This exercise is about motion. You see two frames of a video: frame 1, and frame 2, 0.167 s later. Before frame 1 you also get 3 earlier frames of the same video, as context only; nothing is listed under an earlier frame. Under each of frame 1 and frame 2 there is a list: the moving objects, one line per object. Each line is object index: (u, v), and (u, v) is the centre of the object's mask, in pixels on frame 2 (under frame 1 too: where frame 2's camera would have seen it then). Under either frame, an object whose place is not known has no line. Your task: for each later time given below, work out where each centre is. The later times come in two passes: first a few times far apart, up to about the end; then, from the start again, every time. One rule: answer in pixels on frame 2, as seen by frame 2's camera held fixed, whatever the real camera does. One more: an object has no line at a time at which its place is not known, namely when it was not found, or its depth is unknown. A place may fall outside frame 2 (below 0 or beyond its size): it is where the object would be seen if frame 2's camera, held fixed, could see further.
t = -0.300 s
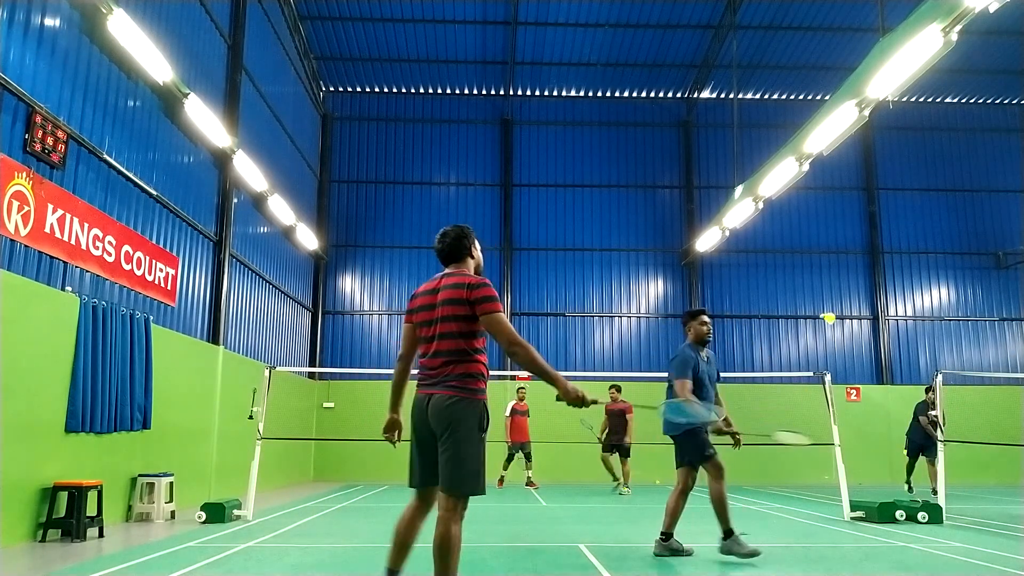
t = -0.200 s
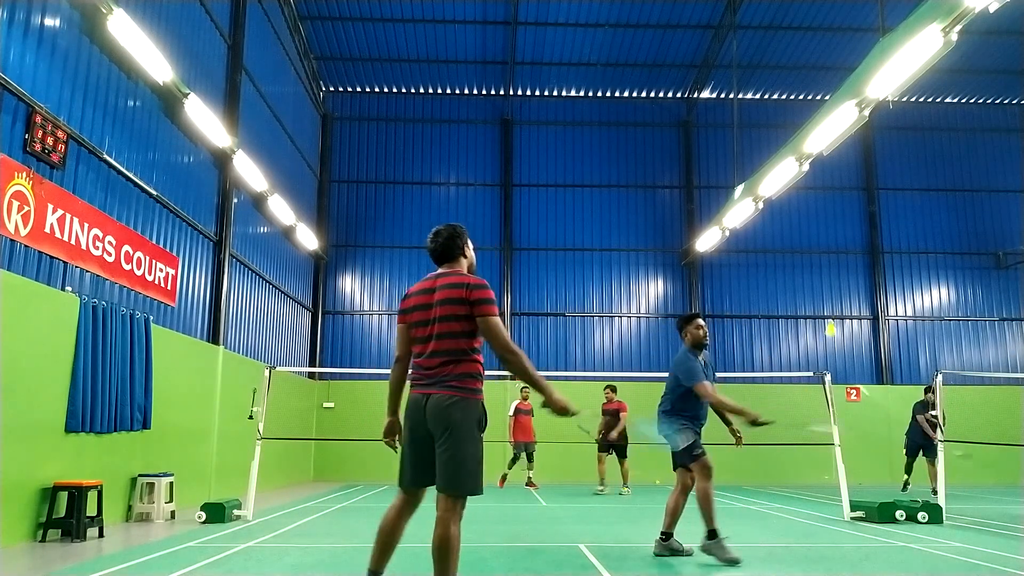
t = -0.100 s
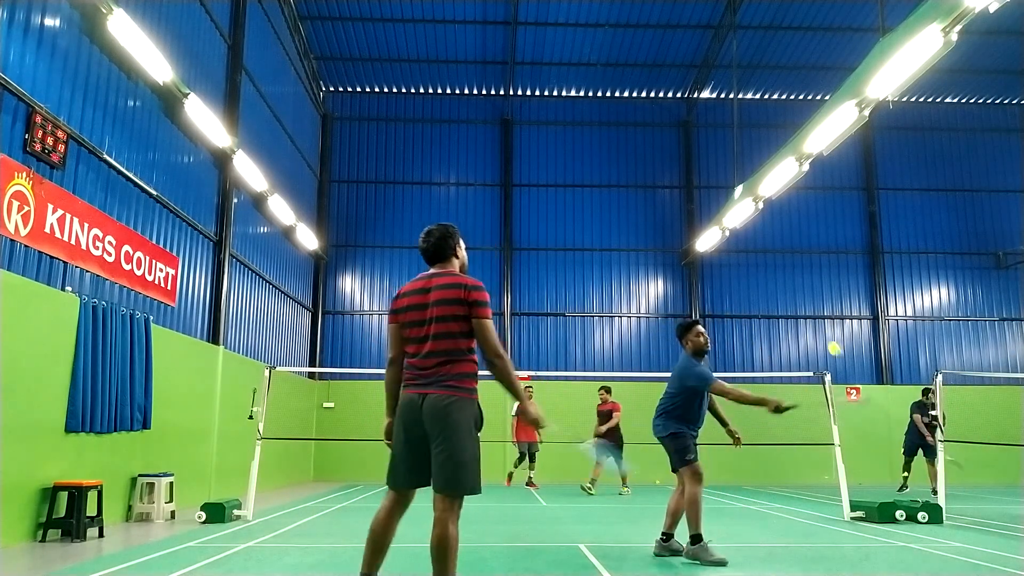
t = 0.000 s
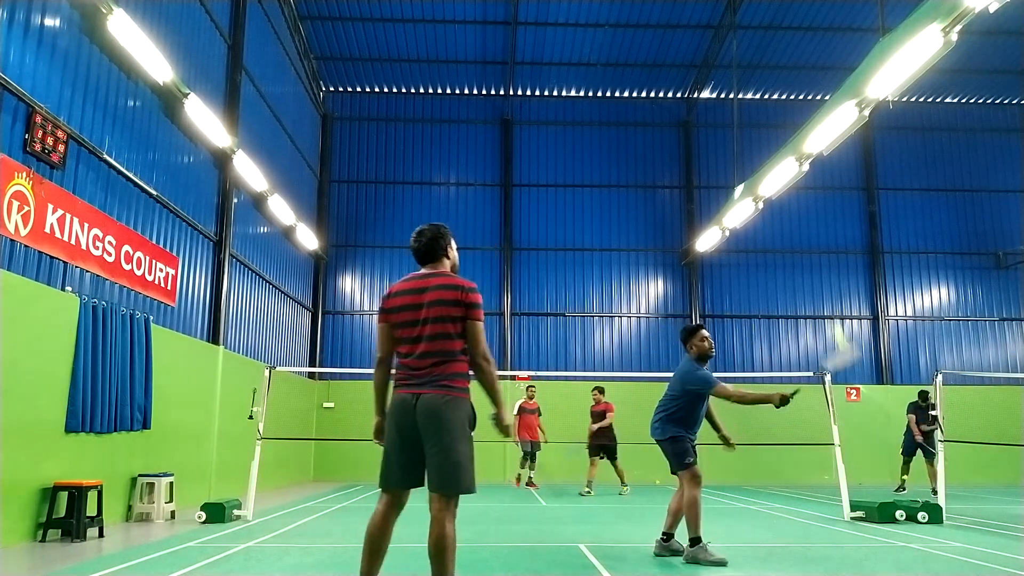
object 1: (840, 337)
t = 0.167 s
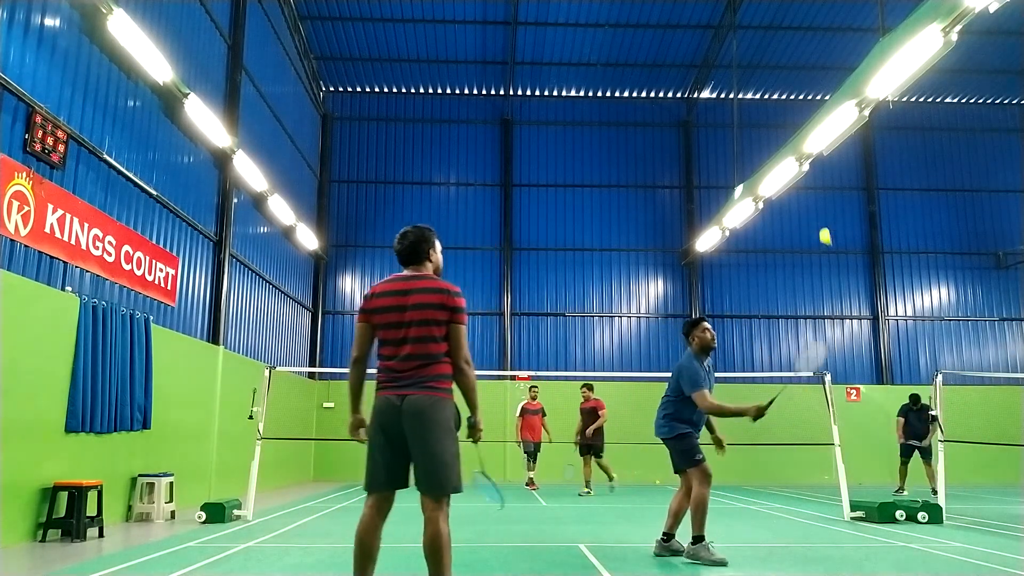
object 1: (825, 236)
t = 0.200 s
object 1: (824, 229)
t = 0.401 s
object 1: (823, 204)
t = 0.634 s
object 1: (821, 234)
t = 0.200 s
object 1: (824, 229)
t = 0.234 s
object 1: (826, 223)
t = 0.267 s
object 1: (826, 216)
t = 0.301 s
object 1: (825, 211)
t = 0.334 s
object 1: (825, 207)
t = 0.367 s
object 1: (824, 205)
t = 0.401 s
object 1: (823, 204)
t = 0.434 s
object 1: (823, 205)
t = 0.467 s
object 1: (822, 207)
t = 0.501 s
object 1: (822, 210)
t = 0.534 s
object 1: (821, 214)
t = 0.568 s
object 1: (822, 220)
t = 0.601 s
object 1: (821, 227)
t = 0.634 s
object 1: (821, 234)
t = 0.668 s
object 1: (820, 243)
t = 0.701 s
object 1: (818, 253)
